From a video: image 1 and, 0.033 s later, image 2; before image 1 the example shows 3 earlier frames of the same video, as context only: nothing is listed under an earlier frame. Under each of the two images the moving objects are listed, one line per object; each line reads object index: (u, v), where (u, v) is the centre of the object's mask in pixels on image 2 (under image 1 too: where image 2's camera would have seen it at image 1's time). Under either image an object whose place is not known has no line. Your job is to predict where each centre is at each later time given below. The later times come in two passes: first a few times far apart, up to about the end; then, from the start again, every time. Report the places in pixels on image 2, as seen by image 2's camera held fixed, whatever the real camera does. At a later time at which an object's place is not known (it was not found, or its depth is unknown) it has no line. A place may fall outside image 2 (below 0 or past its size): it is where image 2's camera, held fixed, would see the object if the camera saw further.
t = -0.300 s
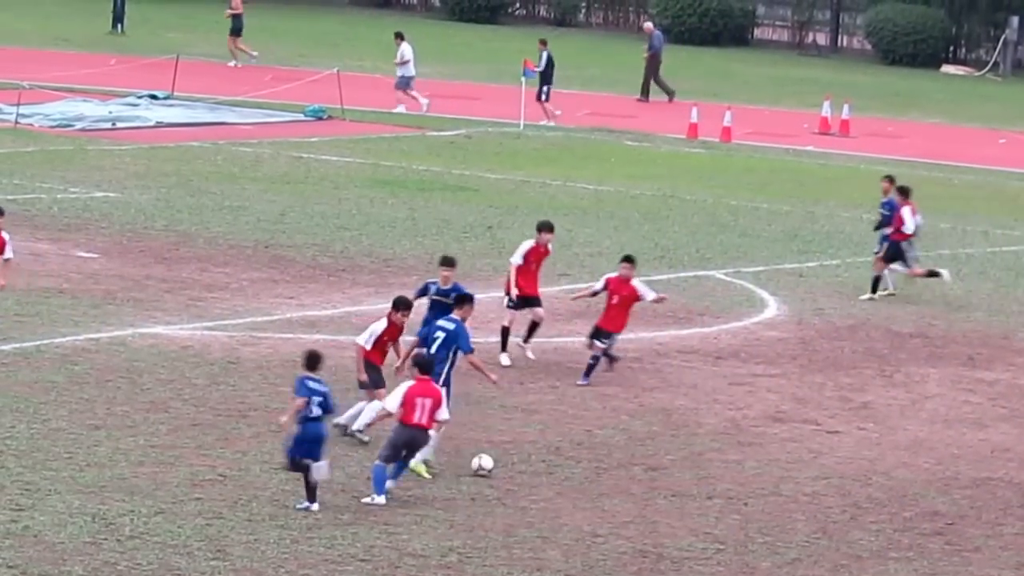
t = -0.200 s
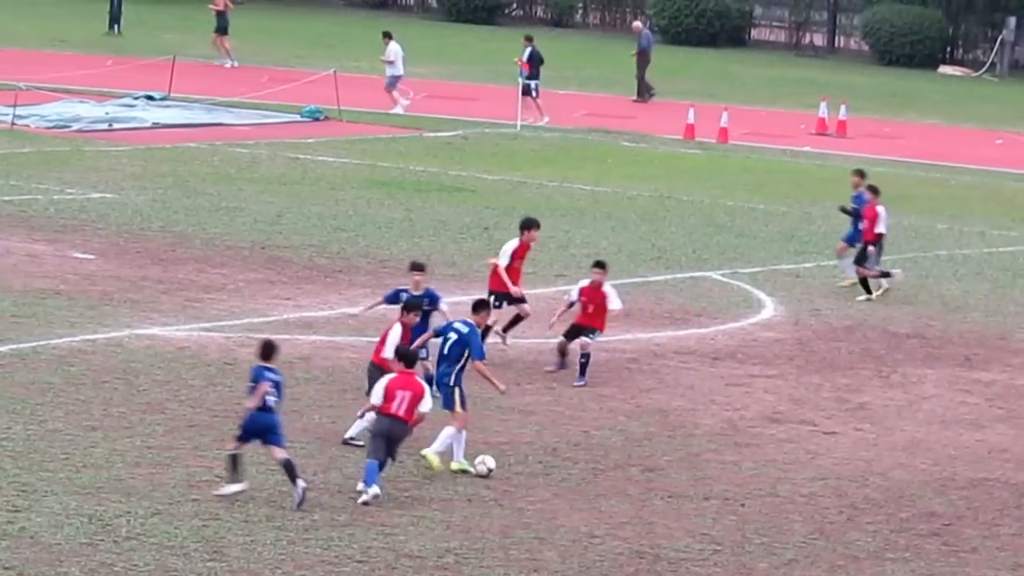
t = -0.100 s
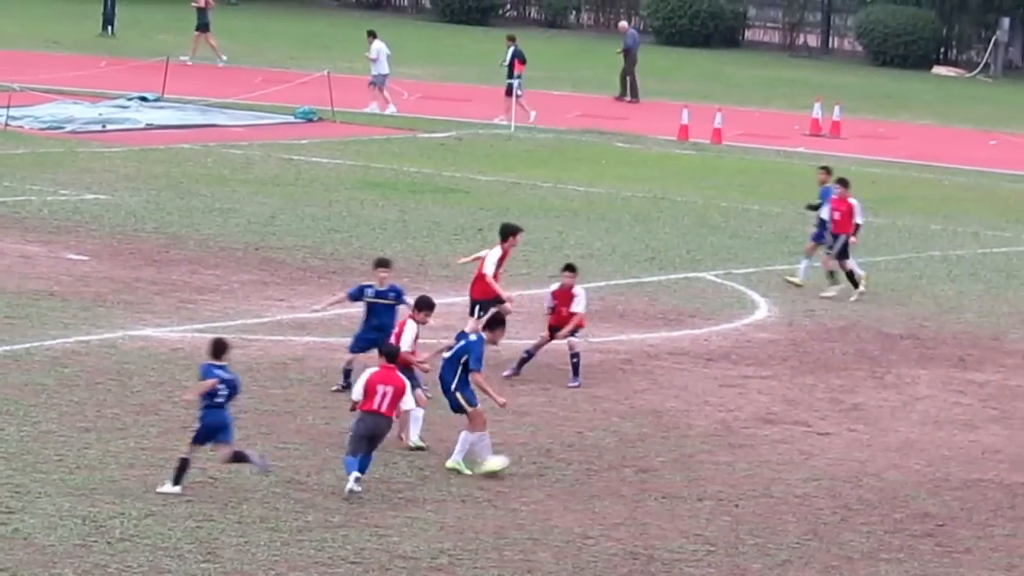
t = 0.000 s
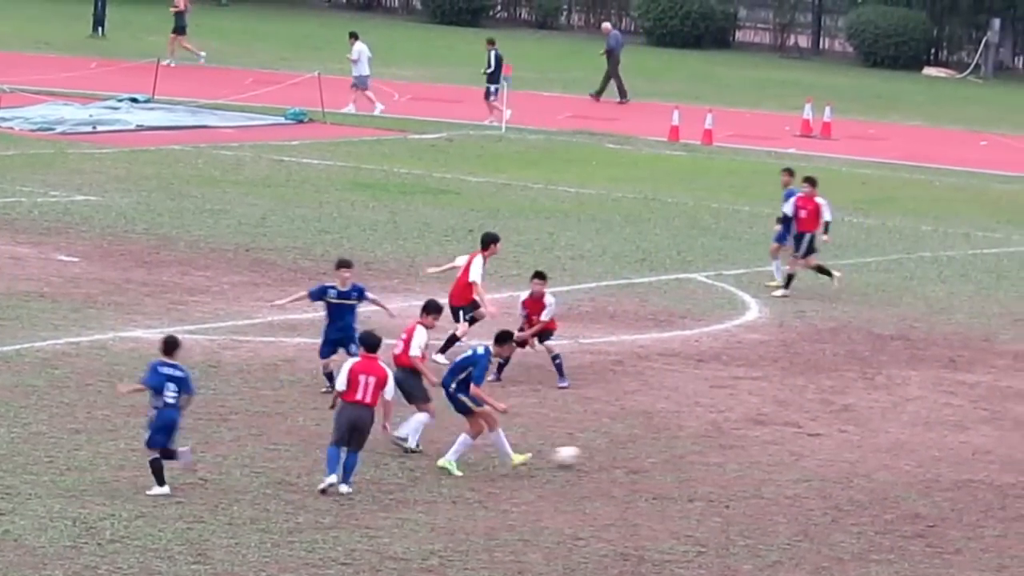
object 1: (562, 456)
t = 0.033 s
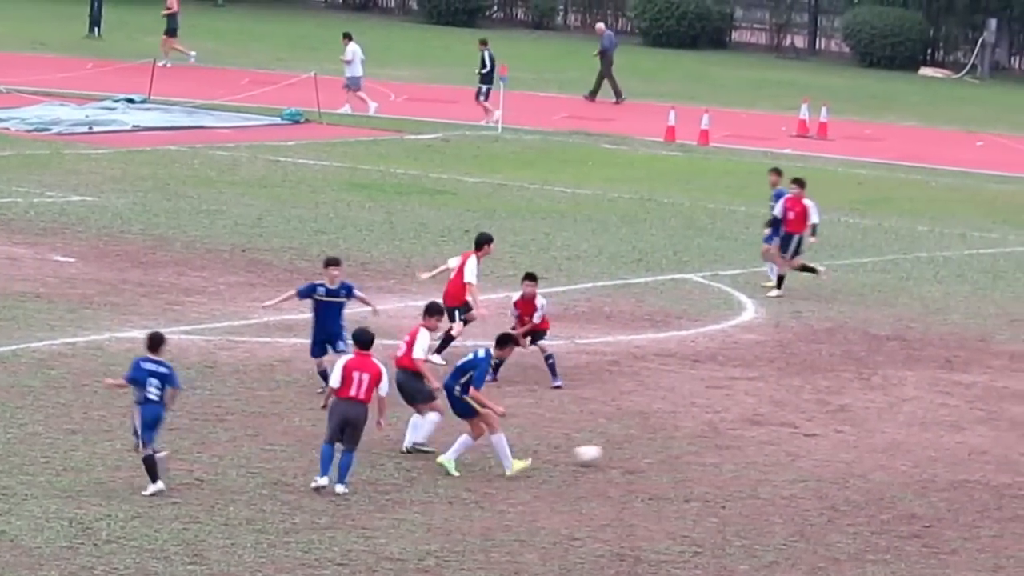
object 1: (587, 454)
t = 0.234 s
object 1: (715, 441)
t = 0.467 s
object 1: (824, 424)
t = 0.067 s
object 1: (610, 451)
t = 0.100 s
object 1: (632, 449)
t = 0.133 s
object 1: (655, 446)
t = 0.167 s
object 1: (677, 446)
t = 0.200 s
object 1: (696, 444)
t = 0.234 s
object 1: (715, 441)
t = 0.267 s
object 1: (733, 439)
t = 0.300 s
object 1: (751, 437)
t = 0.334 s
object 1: (767, 434)
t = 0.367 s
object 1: (782, 429)
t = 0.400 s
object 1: (797, 426)
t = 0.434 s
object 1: (810, 425)
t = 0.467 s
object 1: (824, 424)
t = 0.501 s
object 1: (838, 425)
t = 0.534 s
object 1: (851, 424)
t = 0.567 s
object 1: (862, 421)
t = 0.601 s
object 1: (874, 419)
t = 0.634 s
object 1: (885, 420)
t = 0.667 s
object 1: (896, 421)
